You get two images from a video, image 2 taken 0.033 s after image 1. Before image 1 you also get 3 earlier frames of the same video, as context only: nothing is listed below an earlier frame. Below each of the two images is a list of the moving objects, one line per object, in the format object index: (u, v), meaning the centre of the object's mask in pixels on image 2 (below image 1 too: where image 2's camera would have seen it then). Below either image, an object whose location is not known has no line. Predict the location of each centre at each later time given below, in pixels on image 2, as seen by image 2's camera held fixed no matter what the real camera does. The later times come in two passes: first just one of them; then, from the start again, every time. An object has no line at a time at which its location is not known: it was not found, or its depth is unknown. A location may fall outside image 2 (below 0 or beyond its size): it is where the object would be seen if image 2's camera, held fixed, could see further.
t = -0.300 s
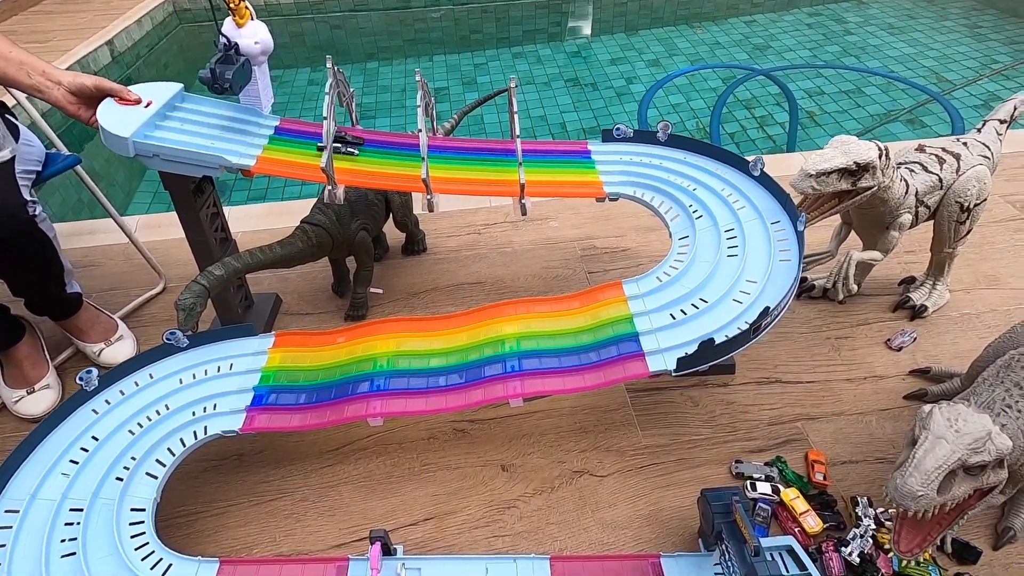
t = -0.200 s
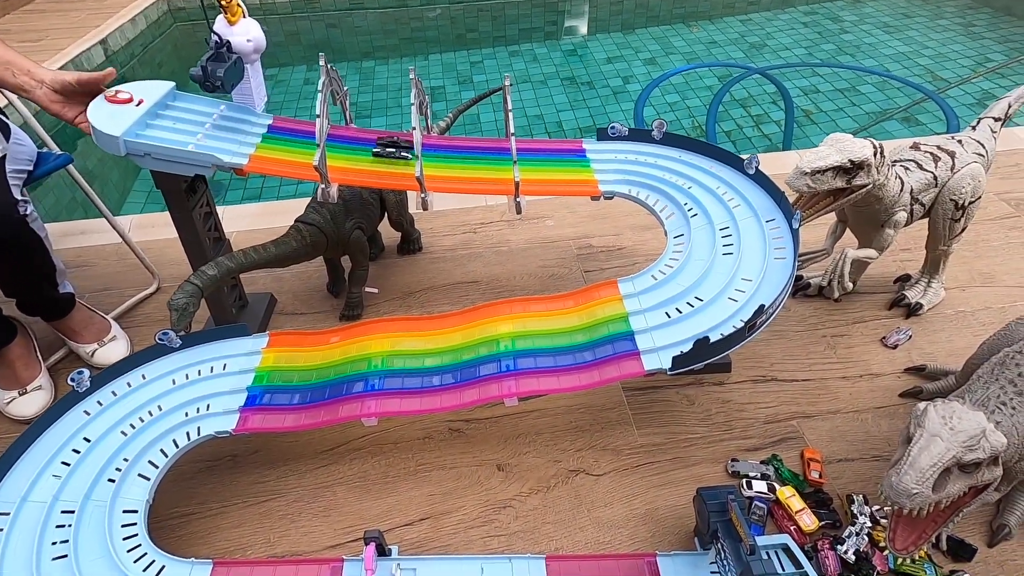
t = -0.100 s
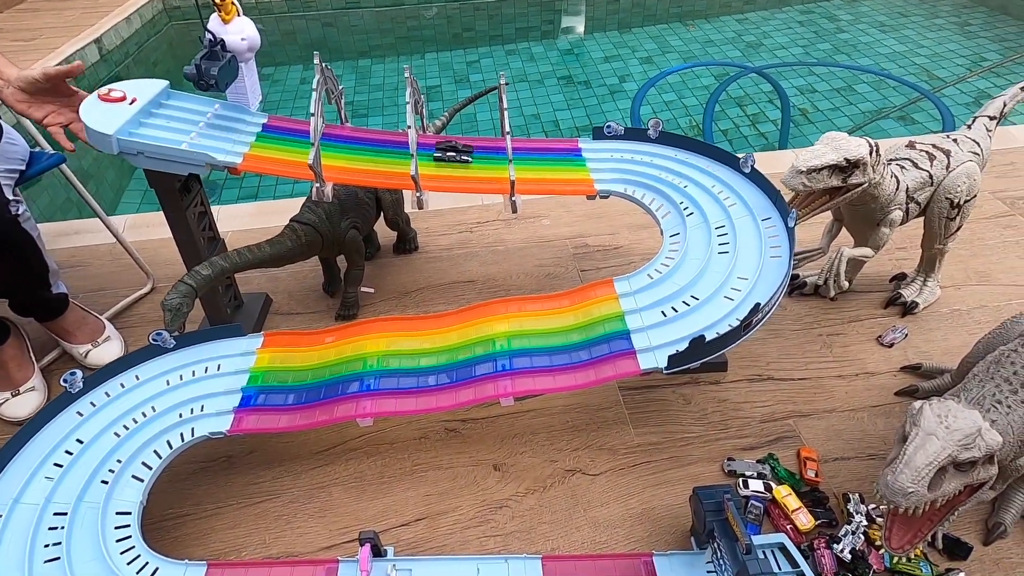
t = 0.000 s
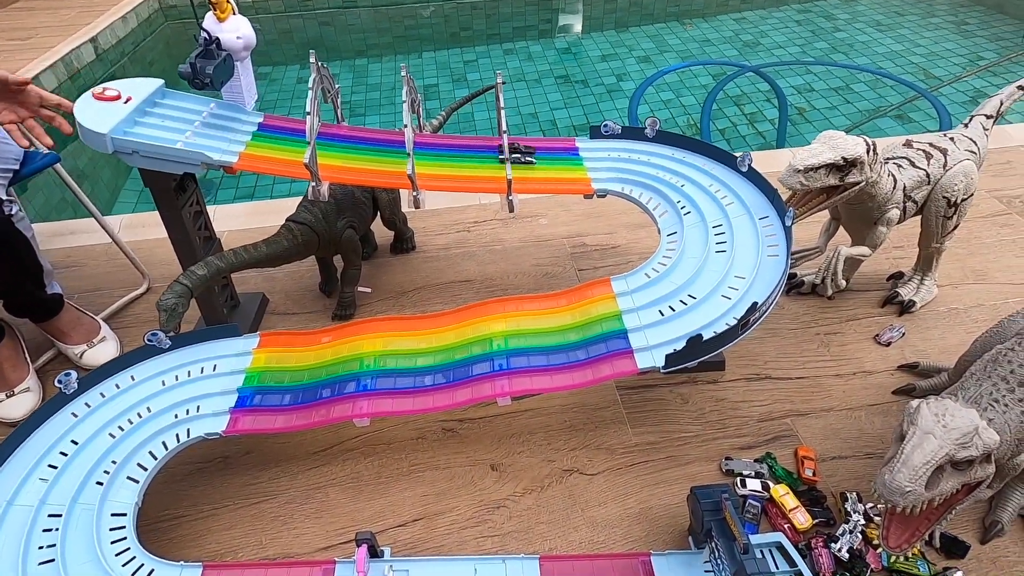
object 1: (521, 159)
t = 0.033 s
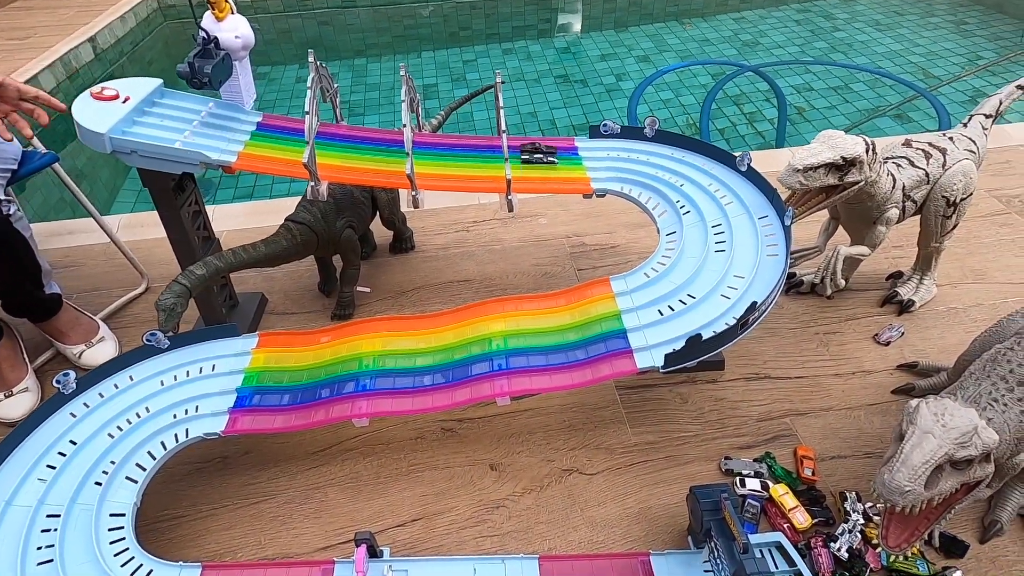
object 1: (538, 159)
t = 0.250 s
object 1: (678, 178)
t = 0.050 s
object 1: (549, 159)
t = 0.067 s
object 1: (561, 159)
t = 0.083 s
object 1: (572, 160)
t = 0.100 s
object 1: (584, 159)
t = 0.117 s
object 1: (596, 160)
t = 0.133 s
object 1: (607, 160)
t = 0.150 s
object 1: (619, 161)
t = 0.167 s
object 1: (630, 163)
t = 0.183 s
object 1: (641, 164)
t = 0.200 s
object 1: (651, 167)
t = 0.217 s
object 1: (660, 170)
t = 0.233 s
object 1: (670, 174)
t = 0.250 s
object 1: (678, 178)
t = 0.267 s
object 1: (686, 183)
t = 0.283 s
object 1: (694, 188)
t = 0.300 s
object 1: (700, 193)
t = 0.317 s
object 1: (706, 199)
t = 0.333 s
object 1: (711, 206)
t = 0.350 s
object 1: (715, 213)
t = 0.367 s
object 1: (718, 219)
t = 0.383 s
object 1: (720, 227)
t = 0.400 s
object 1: (720, 236)
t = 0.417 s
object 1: (720, 243)
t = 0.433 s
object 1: (719, 251)
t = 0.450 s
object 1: (717, 259)
